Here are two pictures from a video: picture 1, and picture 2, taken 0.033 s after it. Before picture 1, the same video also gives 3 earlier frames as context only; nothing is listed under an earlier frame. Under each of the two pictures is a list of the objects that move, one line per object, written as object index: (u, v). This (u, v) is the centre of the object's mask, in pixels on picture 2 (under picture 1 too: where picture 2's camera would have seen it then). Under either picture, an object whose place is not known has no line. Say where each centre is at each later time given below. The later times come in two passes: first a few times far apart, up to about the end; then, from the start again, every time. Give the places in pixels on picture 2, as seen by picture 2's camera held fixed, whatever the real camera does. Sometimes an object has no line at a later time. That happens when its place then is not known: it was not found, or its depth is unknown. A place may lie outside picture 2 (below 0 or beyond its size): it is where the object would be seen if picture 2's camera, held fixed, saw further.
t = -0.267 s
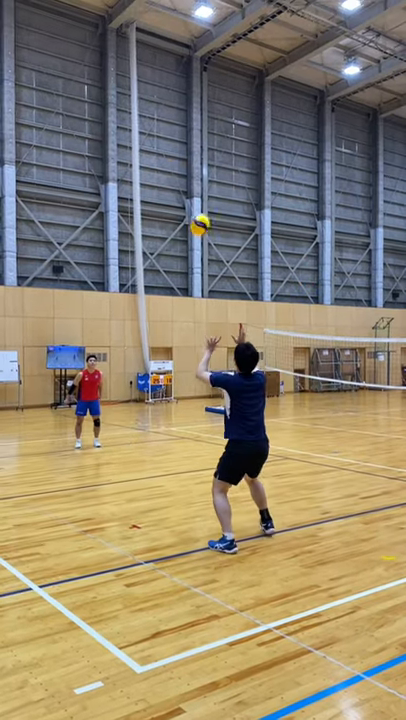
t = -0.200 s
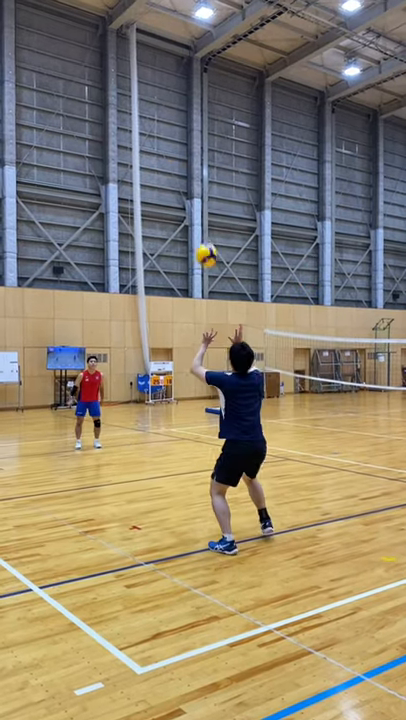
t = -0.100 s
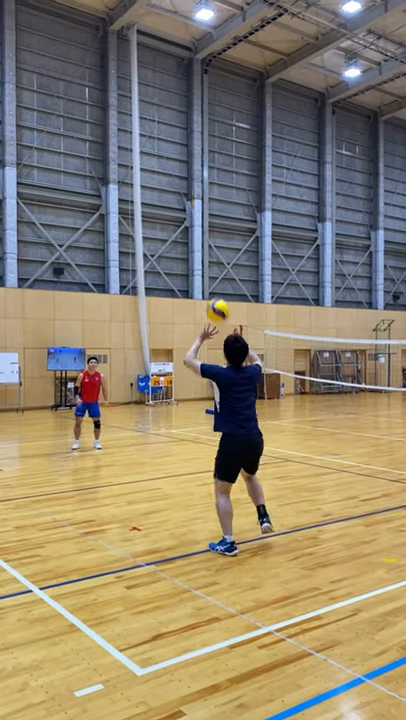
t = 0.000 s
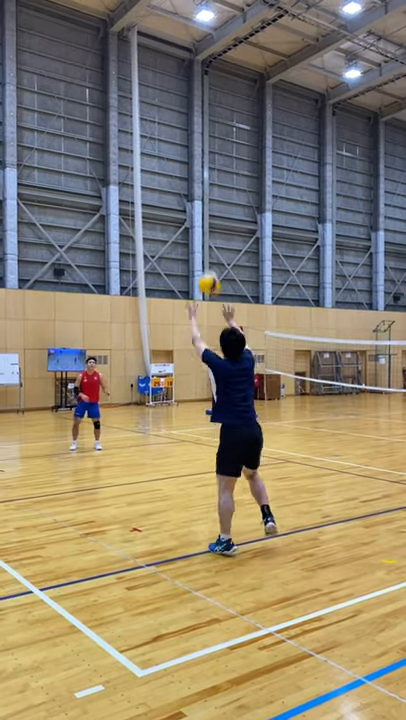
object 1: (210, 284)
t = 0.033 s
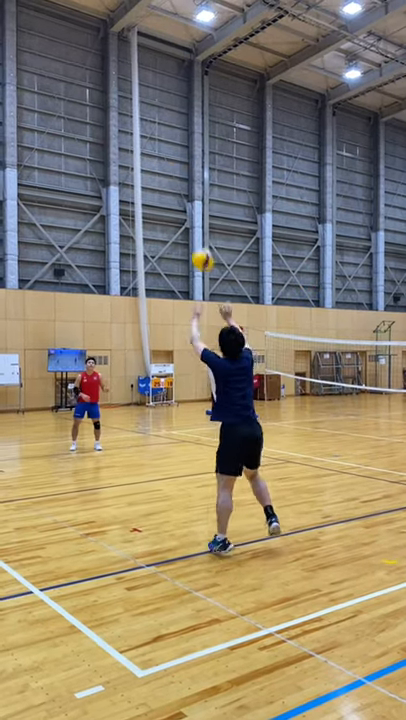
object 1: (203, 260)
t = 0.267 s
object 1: (164, 145)
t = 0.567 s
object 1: (133, 101)
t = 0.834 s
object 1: (112, 123)
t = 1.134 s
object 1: (95, 192)
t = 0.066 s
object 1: (196, 238)
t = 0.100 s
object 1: (190, 218)
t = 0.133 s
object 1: (185, 200)
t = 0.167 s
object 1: (179, 184)
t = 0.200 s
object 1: (174, 169)
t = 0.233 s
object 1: (169, 156)
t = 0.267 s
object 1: (164, 145)
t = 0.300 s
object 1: (160, 135)
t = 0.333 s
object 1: (156, 127)
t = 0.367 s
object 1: (152, 120)
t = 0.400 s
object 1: (149, 114)
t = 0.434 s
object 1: (145, 109)
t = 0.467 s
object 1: (142, 106)
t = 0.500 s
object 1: (139, 104)
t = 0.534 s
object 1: (135, 102)
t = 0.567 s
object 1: (133, 101)
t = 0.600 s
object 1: (130, 102)
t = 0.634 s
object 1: (126, 102)
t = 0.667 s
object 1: (124, 105)
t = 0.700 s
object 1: (122, 107)
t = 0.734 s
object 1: (119, 110)
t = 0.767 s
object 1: (117, 114)
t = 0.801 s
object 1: (114, 118)
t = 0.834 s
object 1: (112, 123)
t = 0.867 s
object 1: (110, 129)
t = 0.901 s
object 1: (108, 135)
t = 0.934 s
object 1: (105, 142)
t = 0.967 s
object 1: (103, 149)
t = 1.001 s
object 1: (101, 157)
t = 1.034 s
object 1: (100, 165)
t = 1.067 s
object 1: (98, 174)
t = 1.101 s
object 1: (96, 183)
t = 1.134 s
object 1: (95, 192)
